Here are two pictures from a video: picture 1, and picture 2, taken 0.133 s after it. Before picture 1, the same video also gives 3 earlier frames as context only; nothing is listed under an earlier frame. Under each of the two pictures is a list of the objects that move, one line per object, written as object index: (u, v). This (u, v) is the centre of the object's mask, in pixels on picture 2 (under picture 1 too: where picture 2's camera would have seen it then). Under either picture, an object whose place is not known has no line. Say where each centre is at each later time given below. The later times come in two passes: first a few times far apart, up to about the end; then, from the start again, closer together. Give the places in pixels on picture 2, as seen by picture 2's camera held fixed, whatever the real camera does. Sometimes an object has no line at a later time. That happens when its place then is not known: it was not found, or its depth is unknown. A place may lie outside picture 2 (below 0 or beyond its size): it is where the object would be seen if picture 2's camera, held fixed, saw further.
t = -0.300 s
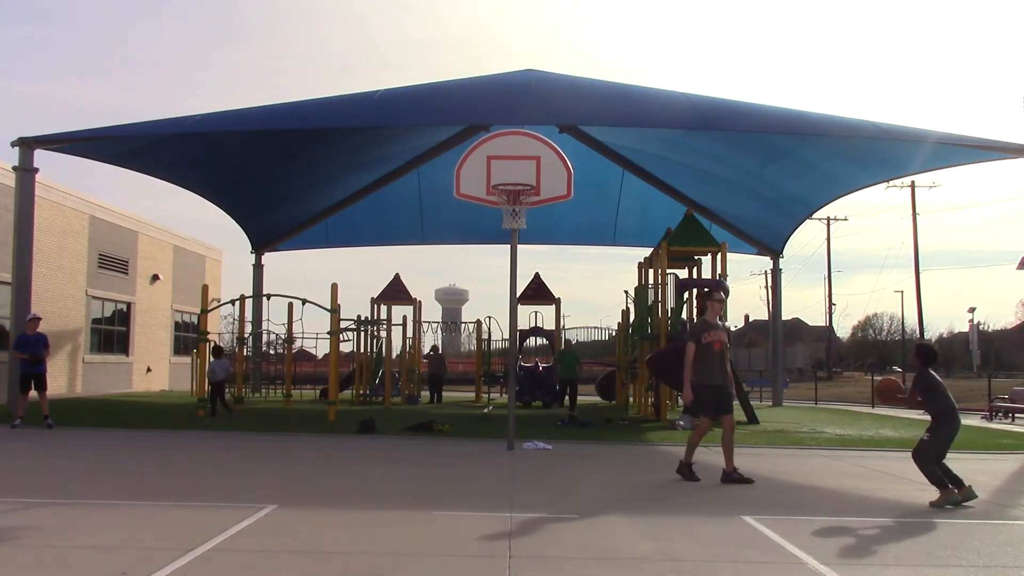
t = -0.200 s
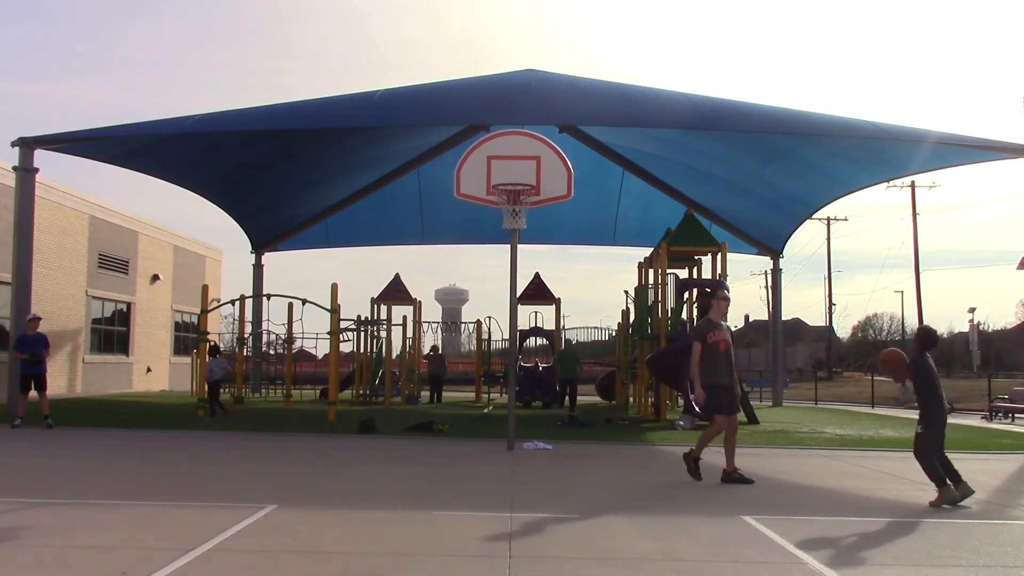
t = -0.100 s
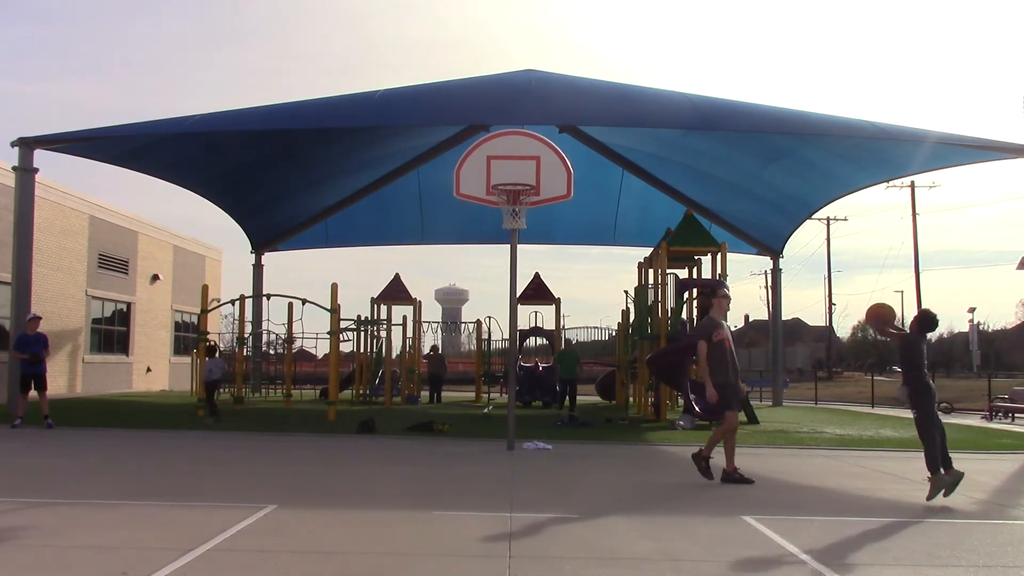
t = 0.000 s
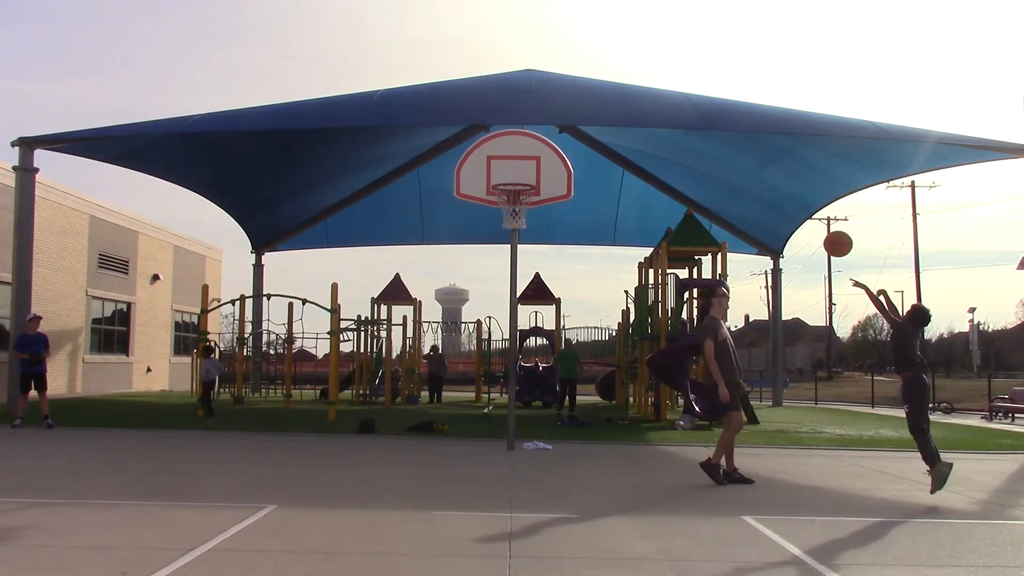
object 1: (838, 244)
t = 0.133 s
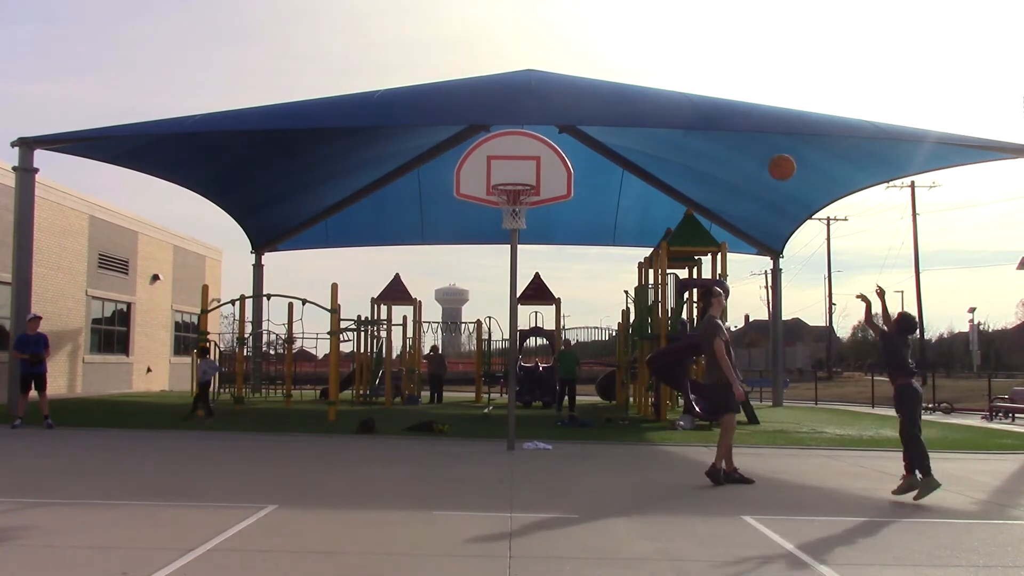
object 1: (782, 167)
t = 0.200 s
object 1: (755, 139)
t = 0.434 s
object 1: (670, 80)
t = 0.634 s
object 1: (605, 74)
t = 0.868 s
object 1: (534, 113)
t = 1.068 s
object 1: (476, 182)
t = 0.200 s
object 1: (755, 139)
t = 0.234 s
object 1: (743, 126)
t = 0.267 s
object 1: (730, 115)
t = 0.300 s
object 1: (717, 106)
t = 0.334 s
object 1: (705, 97)
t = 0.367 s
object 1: (693, 90)
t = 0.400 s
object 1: (682, 84)
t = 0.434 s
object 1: (670, 80)
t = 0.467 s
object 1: (659, 76)
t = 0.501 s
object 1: (648, 74)
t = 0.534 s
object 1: (637, 72)
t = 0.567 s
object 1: (626, 72)
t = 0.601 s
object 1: (615, 73)
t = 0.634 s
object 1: (605, 74)
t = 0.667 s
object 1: (594, 77)
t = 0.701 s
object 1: (583, 81)
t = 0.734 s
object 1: (573, 86)
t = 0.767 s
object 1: (564, 91)
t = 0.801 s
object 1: (554, 97)
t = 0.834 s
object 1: (544, 105)
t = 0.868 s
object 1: (534, 113)
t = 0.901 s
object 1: (524, 122)
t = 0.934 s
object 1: (514, 133)
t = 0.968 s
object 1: (504, 144)
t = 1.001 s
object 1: (495, 156)
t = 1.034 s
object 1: (486, 168)
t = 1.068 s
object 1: (476, 182)
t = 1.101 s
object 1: (468, 196)
